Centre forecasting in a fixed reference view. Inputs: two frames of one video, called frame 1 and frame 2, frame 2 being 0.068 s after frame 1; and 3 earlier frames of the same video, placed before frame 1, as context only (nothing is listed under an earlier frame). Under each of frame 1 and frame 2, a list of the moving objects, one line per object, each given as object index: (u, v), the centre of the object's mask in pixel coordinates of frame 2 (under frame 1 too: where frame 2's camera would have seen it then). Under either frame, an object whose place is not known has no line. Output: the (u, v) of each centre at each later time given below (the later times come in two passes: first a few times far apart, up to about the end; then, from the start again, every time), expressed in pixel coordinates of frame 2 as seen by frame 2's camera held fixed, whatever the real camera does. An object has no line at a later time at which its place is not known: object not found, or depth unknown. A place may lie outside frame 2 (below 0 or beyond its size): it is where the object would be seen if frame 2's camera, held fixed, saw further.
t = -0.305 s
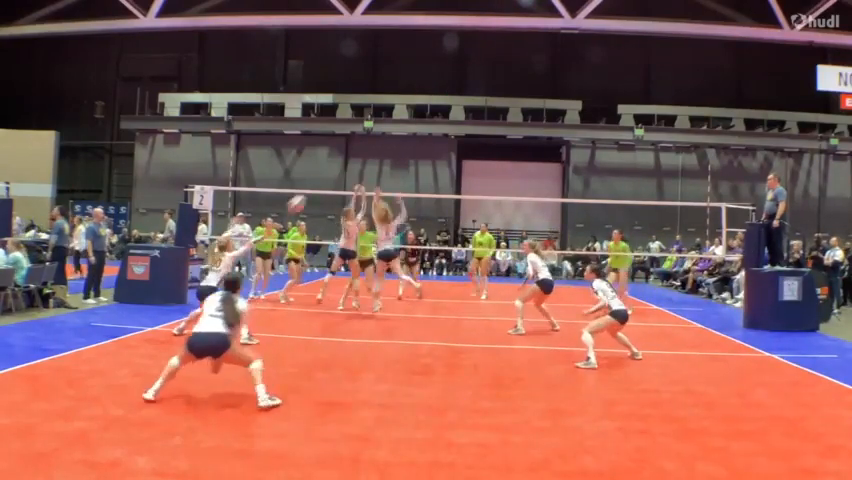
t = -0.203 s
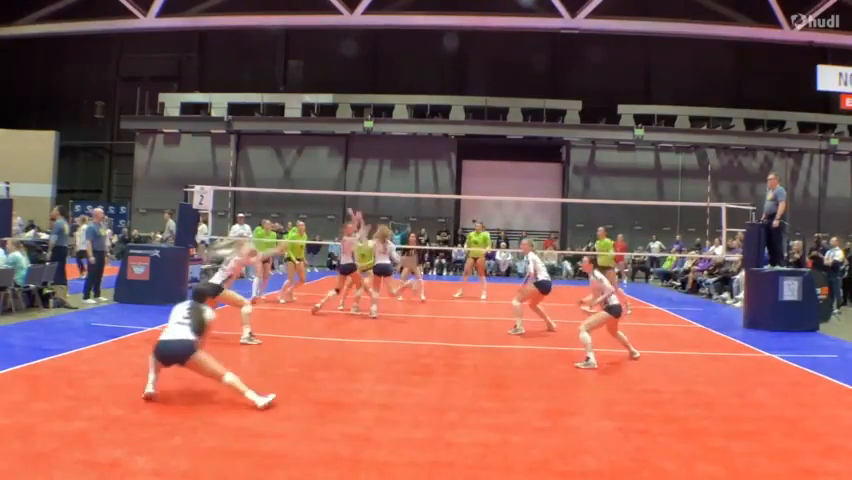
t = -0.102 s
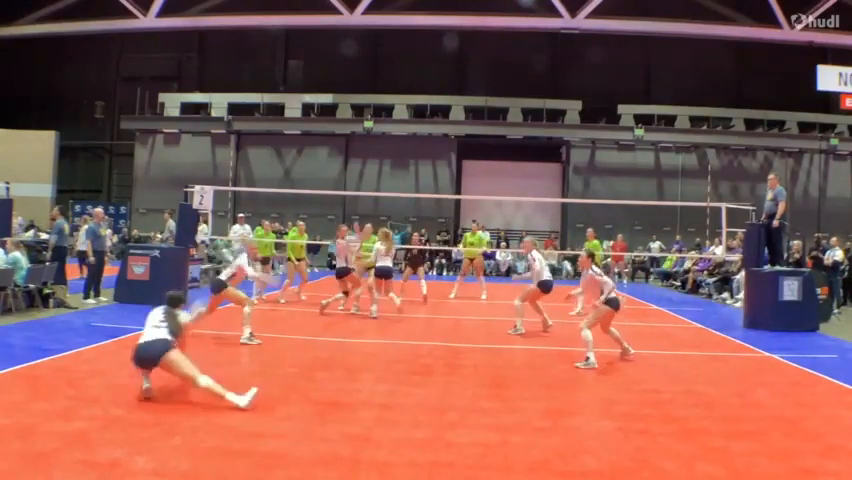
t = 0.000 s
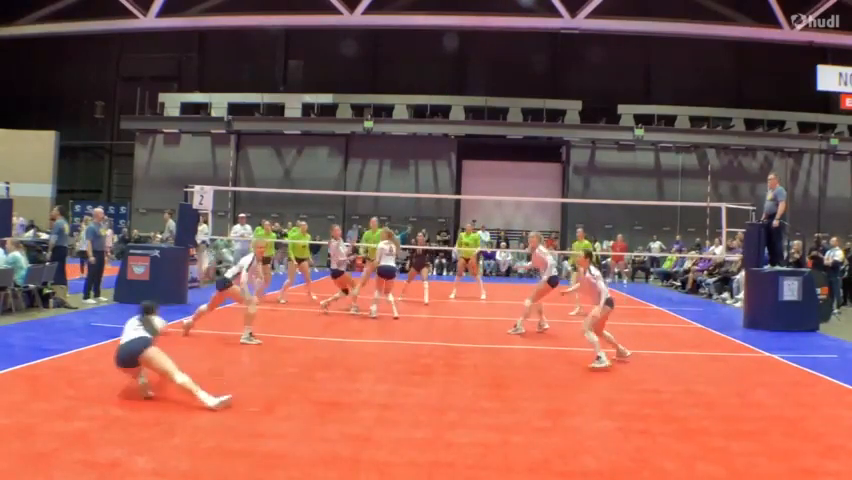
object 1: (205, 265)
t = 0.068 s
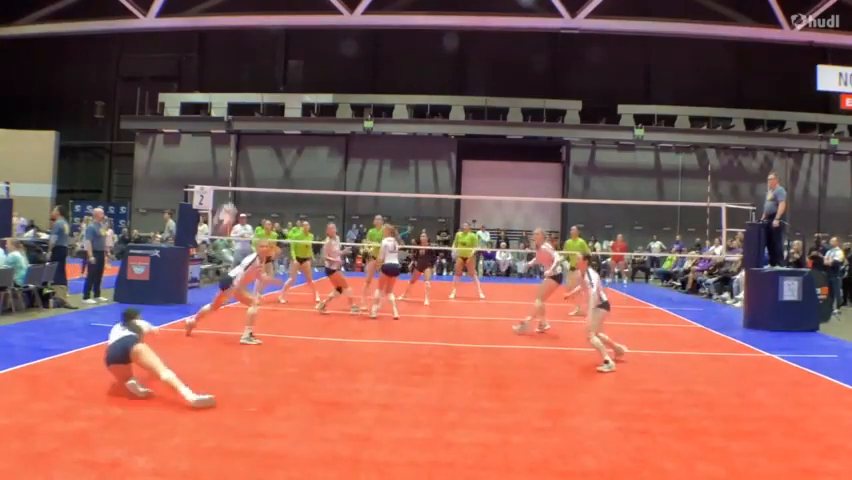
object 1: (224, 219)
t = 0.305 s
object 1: (288, 95)
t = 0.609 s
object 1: (360, 18)
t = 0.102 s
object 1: (234, 197)
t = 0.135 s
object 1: (243, 175)
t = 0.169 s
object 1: (253, 157)
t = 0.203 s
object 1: (262, 140)
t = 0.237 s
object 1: (270, 125)
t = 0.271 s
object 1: (278, 110)
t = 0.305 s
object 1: (288, 95)
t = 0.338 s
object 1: (297, 81)
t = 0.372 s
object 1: (305, 70)
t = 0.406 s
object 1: (313, 60)
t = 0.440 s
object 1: (321, 51)
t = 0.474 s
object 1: (329, 42)
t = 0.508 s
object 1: (338, 35)
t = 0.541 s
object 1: (345, 29)
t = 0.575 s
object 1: (352, 24)
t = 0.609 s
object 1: (360, 18)
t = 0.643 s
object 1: (368, 14)
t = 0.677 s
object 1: (375, 10)
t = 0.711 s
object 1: (383, 10)
